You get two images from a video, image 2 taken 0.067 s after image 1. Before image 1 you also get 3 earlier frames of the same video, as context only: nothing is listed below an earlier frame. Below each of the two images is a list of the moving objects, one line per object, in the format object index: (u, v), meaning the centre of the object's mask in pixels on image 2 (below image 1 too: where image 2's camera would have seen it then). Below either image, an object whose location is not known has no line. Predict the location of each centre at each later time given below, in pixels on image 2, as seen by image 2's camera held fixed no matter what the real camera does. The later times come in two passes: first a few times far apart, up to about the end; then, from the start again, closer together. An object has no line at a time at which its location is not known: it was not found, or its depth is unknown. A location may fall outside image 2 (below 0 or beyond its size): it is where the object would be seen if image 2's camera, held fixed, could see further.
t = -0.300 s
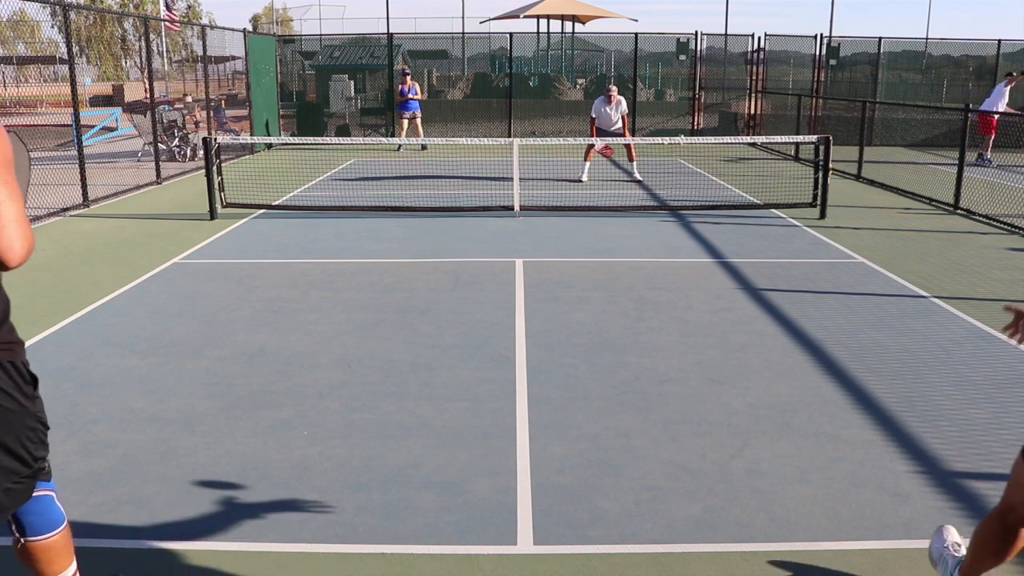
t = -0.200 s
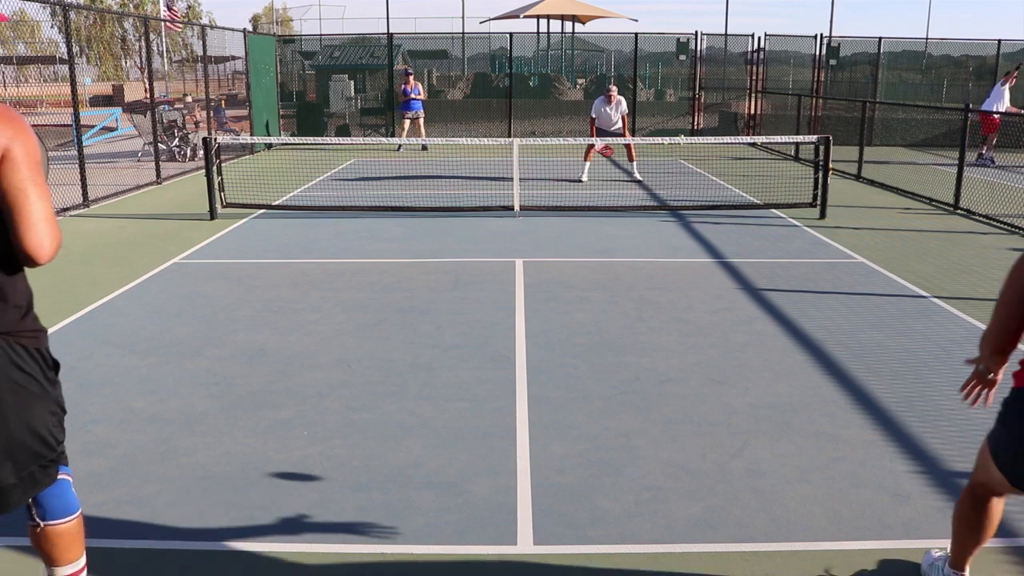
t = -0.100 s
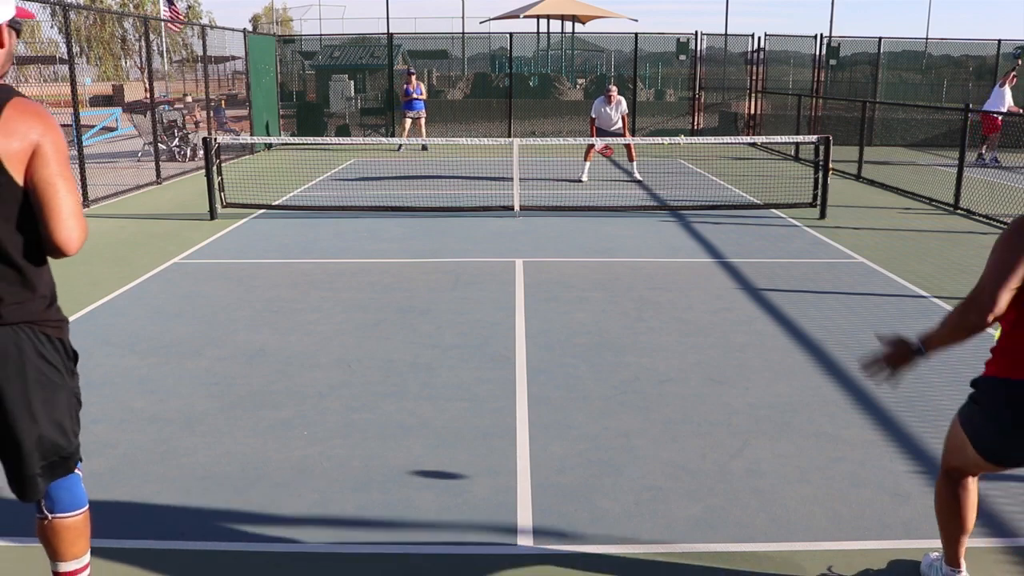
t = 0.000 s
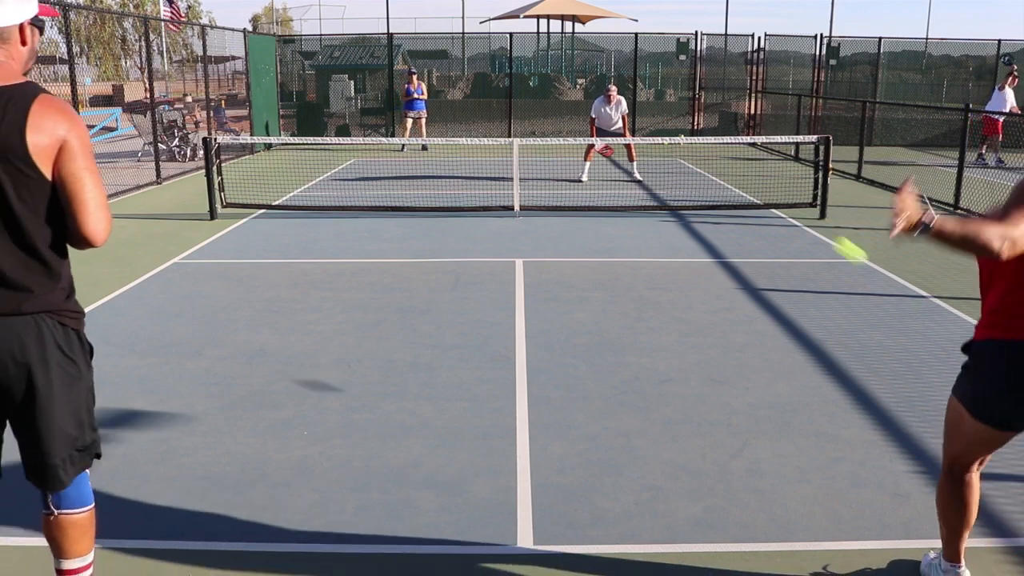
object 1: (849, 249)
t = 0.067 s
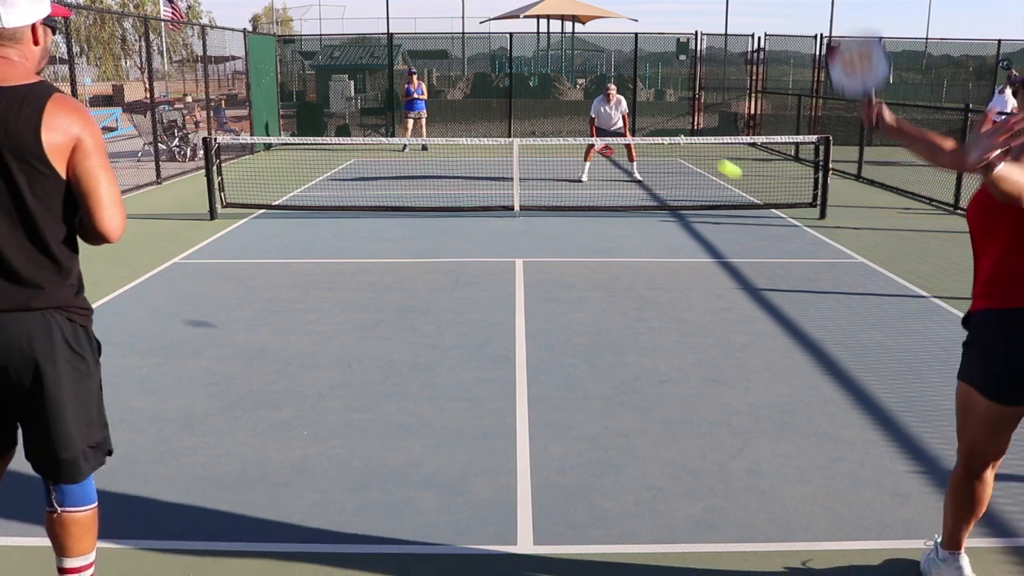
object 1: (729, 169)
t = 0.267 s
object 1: (551, 86)
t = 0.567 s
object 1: (457, 110)
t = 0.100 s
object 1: (686, 143)
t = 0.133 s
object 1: (649, 123)
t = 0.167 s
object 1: (620, 108)
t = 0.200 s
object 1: (592, 98)
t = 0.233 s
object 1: (570, 91)
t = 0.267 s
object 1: (551, 86)
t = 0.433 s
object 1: (487, 90)
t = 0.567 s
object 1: (457, 110)
